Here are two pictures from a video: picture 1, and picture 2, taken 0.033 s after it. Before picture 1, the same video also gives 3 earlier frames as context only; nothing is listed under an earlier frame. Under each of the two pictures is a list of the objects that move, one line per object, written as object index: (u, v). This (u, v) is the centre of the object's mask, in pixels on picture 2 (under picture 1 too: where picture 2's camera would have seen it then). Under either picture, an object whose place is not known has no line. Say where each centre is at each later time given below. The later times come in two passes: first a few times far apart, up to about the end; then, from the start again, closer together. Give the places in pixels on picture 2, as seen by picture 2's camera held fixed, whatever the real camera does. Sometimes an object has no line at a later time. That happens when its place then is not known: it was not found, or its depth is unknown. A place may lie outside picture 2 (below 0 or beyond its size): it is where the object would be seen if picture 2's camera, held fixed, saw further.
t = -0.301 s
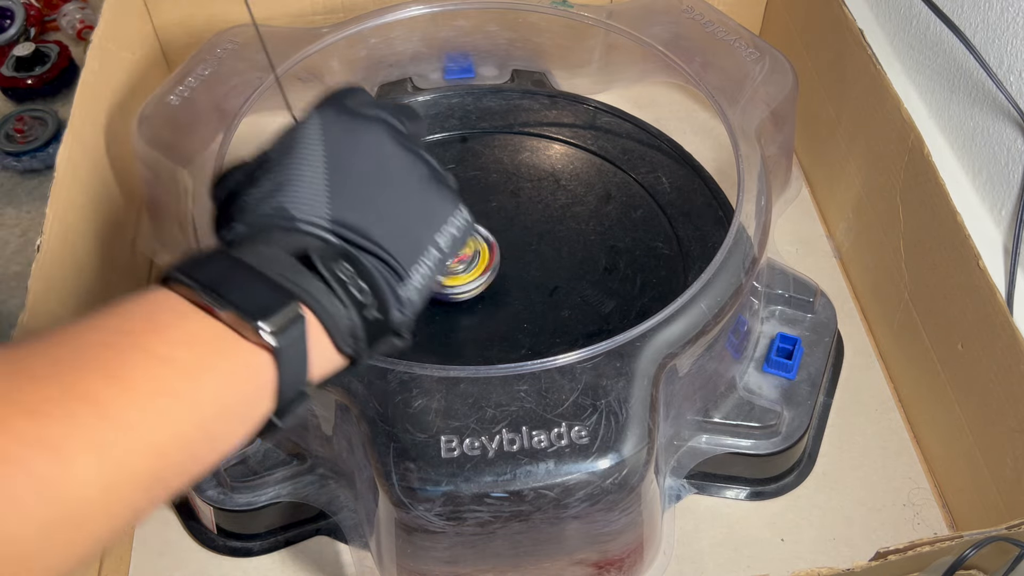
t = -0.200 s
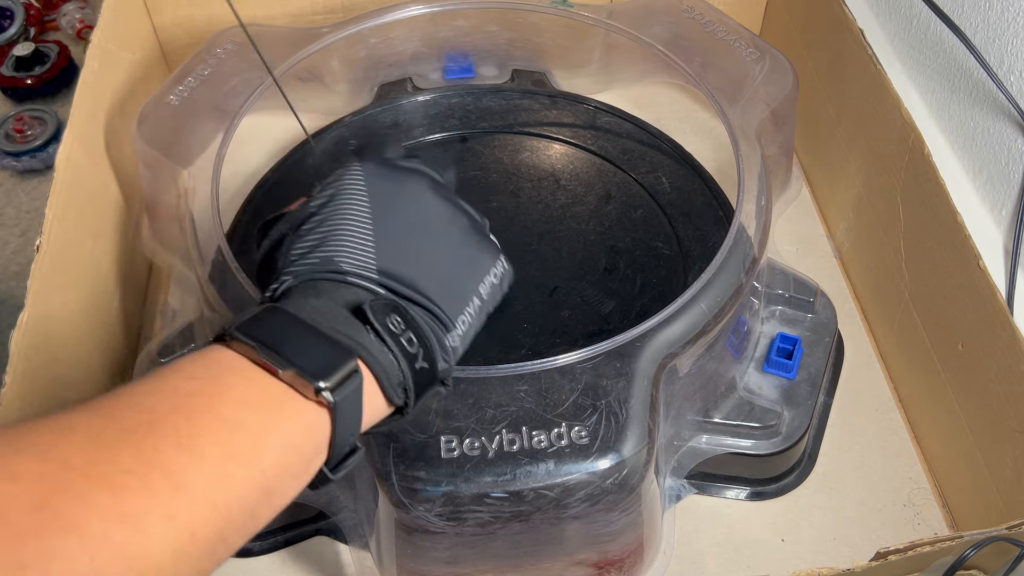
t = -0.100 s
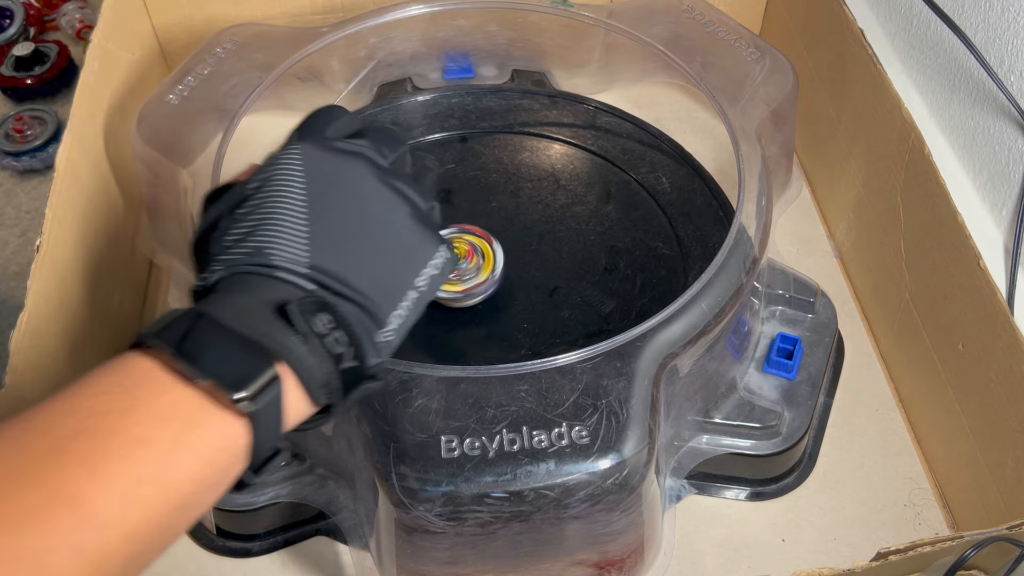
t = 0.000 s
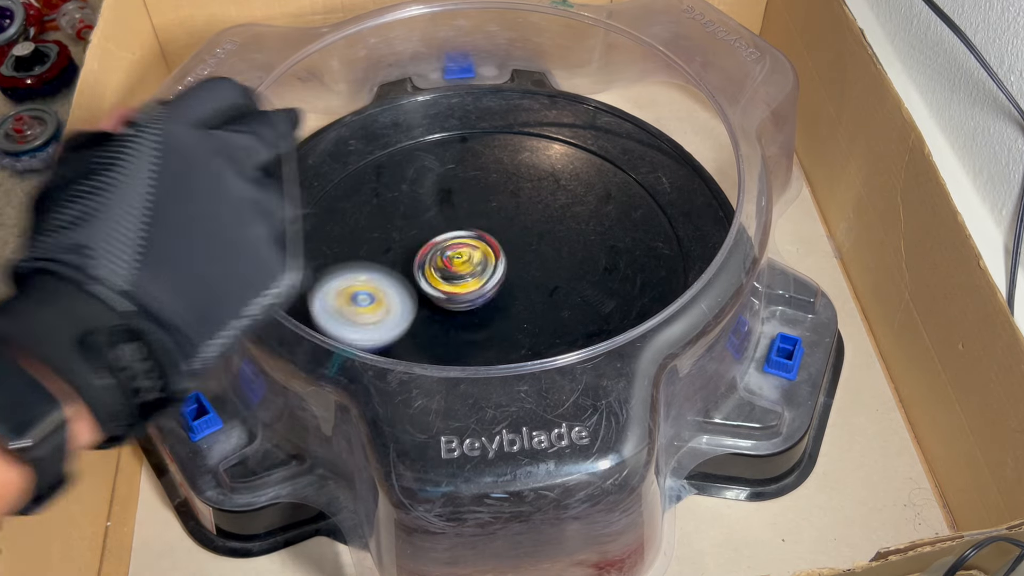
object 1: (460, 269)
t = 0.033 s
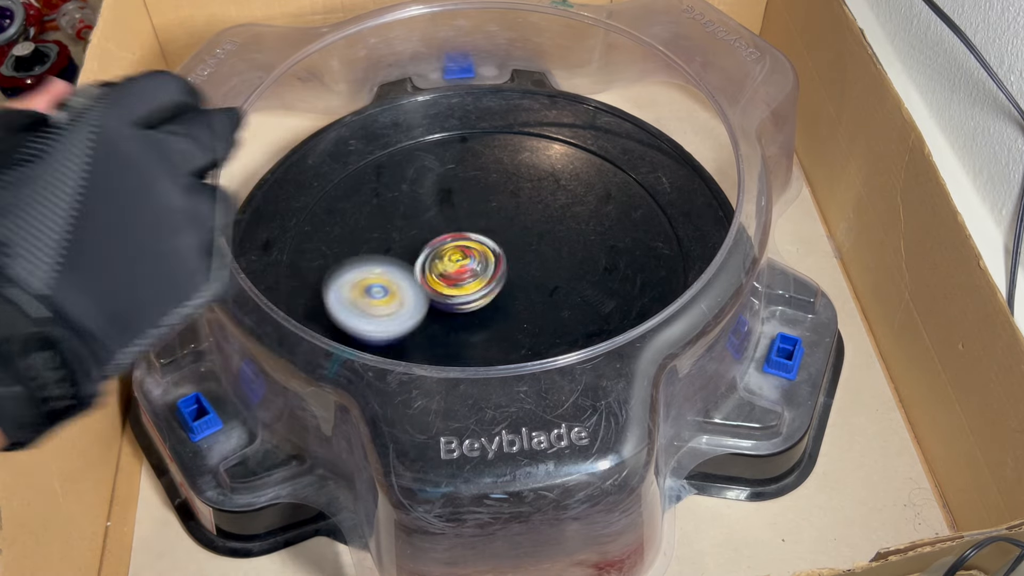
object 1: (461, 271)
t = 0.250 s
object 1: (593, 162)
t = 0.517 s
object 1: (551, 184)
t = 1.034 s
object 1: (570, 239)
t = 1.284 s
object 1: (379, 321)
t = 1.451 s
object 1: (281, 247)
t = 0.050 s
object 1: (475, 263)
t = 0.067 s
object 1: (491, 254)
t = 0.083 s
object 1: (506, 241)
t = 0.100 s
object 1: (522, 232)
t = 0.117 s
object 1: (533, 222)
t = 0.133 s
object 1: (548, 212)
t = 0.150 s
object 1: (558, 204)
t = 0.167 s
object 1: (567, 195)
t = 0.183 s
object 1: (577, 187)
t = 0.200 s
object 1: (583, 179)
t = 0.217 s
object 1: (588, 173)
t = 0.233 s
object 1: (591, 168)
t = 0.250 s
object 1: (593, 162)
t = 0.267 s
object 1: (594, 159)
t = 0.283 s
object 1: (594, 157)
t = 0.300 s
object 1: (593, 155)
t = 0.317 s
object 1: (591, 154)
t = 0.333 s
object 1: (590, 154)
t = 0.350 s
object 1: (588, 155)
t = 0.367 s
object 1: (586, 157)
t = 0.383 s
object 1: (583, 158)
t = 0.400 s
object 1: (581, 160)
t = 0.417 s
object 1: (577, 163)
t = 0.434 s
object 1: (573, 166)
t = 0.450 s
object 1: (569, 169)
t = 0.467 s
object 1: (566, 173)
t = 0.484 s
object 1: (561, 177)
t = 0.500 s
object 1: (556, 182)
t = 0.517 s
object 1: (551, 184)
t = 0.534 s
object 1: (567, 156)
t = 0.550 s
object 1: (583, 121)
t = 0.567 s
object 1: (598, 85)
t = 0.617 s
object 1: (640, 84)
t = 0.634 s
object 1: (654, 91)
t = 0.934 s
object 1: (651, 202)
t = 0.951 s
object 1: (639, 208)
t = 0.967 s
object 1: (627, 213)
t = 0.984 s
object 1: (614, 219)
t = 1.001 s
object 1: (601, 225)
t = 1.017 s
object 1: (586, 232)
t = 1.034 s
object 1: (570, 239)
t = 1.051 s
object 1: (556, 245)
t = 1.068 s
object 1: (541, 252)
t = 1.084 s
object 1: (526, 259)
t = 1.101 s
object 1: (510, 265)
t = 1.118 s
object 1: (494, 272)
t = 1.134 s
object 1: (479, 278)
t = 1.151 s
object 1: (464, 284)
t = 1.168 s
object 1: (451, 290)
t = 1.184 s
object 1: (436, 296)
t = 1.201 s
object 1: (424, 301)
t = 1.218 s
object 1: (412, 306)
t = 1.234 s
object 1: (401, 312)
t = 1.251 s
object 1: (392, 316)
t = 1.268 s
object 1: (385, 318)
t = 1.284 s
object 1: (379, 321)
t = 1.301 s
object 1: (375, 322)
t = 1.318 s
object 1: (373, 324)
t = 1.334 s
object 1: (371, 325)
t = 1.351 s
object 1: (364, 335)
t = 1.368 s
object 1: (360, 337)
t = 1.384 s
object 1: (356, 316)
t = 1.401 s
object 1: (331, 295)
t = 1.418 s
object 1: (315, 277)
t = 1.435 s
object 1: (296, 261)
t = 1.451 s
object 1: (281, 247)
